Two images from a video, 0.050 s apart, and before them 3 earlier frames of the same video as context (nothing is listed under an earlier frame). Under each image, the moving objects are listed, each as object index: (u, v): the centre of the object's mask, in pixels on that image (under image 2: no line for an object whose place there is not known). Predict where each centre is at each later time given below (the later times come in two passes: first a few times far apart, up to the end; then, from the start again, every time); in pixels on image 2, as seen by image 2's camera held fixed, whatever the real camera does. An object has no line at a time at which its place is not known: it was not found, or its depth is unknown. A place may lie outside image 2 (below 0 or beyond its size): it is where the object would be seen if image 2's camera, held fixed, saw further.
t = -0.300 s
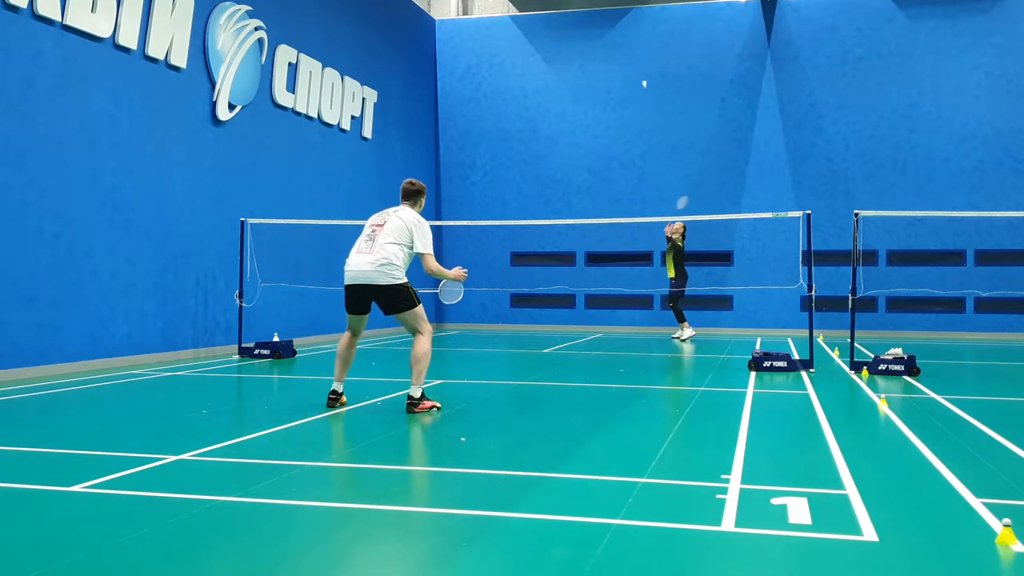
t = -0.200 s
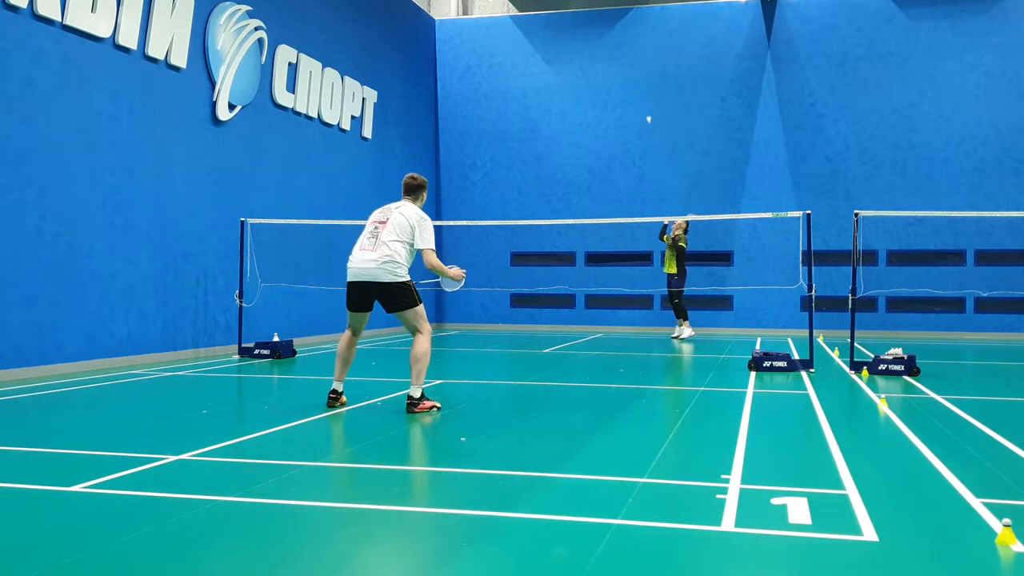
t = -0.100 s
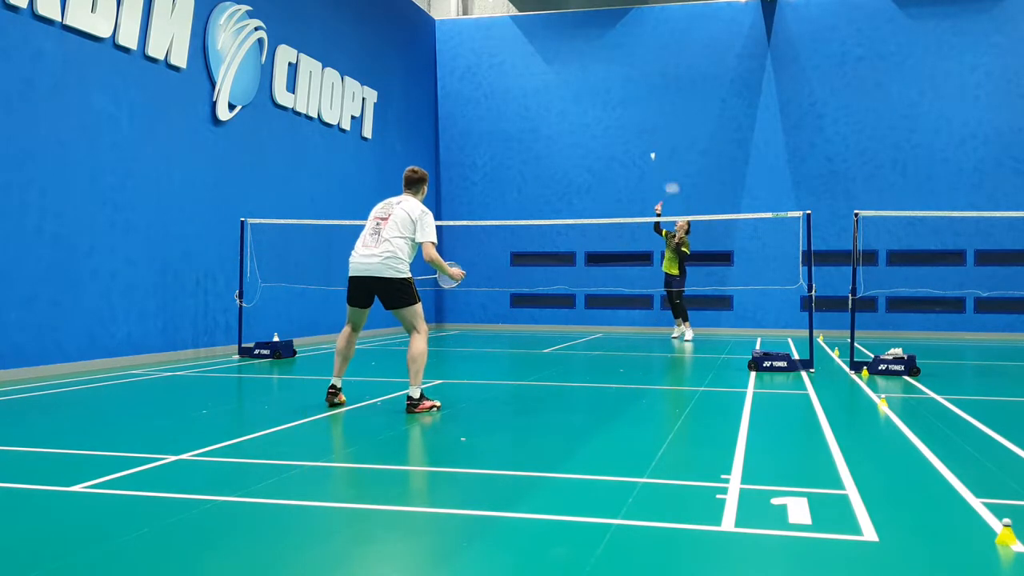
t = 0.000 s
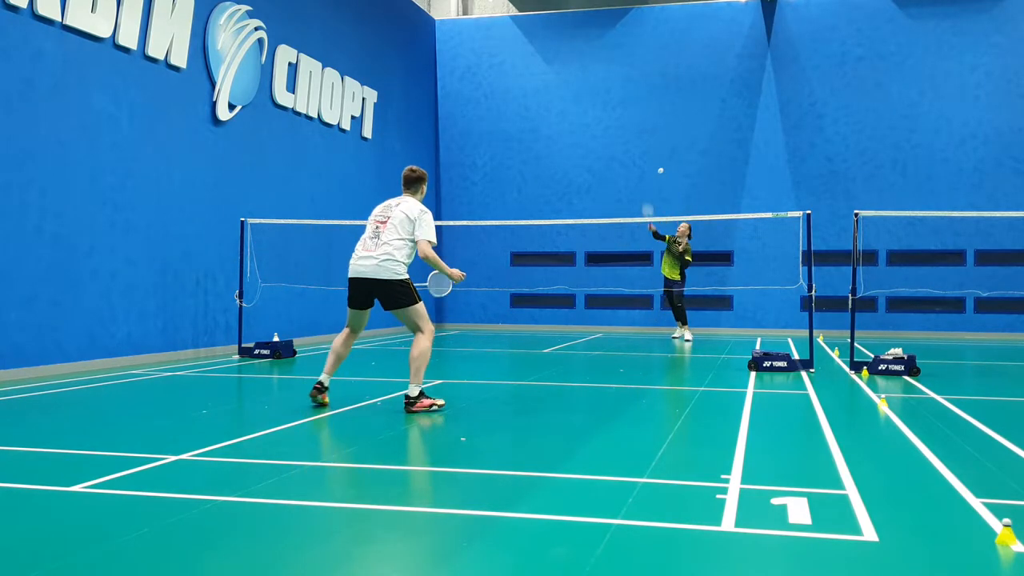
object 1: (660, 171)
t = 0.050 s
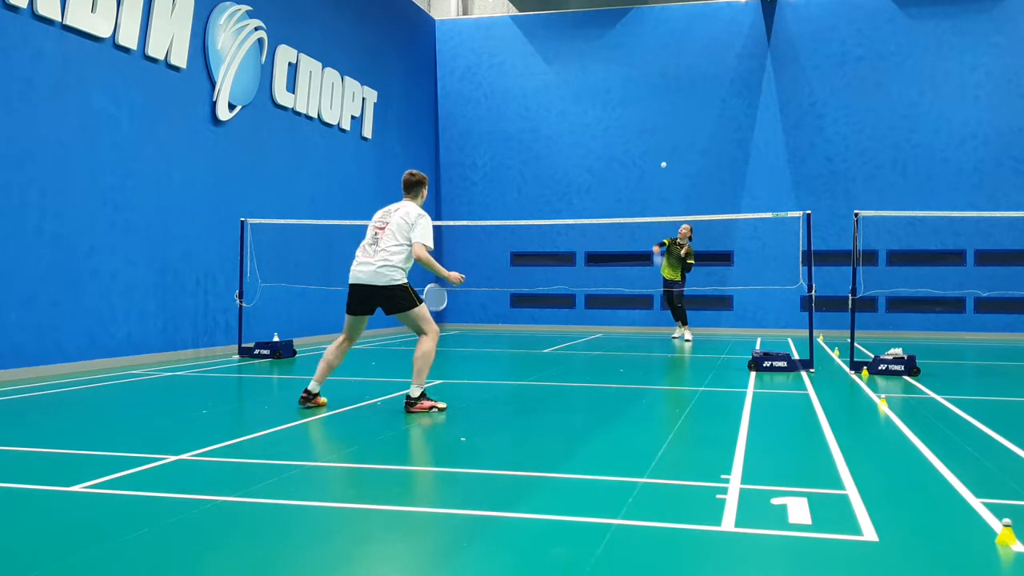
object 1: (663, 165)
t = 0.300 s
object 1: (678, 174)
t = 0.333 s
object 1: (679, 179)
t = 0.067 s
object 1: (664, 164)
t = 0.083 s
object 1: (665, 163)
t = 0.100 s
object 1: (666, 163)
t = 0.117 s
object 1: (667, 163)
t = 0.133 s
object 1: (667, 163)
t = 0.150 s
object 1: (669, 163)
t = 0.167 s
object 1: (670, 163)
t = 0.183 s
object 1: (671, 164)
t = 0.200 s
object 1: (672, 165)
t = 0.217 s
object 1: (673, 166)
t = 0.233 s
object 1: (674, 167)
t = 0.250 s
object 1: (675, 168)
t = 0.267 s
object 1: (676, 170)
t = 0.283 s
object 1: (677, 172)
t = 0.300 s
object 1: (678, 174)
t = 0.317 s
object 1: (679, 176)
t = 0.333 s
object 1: (679, 179)
